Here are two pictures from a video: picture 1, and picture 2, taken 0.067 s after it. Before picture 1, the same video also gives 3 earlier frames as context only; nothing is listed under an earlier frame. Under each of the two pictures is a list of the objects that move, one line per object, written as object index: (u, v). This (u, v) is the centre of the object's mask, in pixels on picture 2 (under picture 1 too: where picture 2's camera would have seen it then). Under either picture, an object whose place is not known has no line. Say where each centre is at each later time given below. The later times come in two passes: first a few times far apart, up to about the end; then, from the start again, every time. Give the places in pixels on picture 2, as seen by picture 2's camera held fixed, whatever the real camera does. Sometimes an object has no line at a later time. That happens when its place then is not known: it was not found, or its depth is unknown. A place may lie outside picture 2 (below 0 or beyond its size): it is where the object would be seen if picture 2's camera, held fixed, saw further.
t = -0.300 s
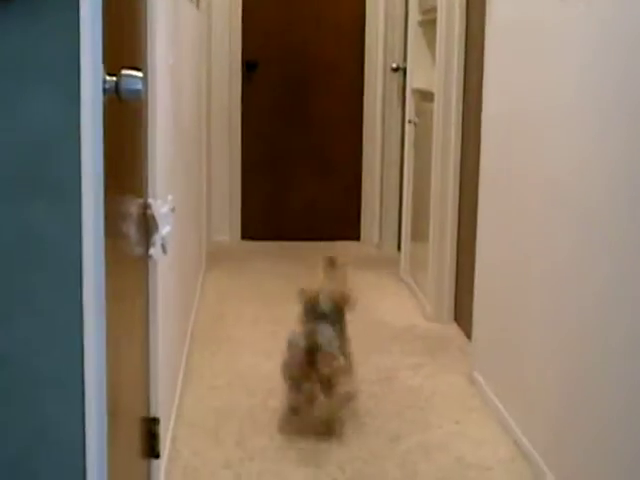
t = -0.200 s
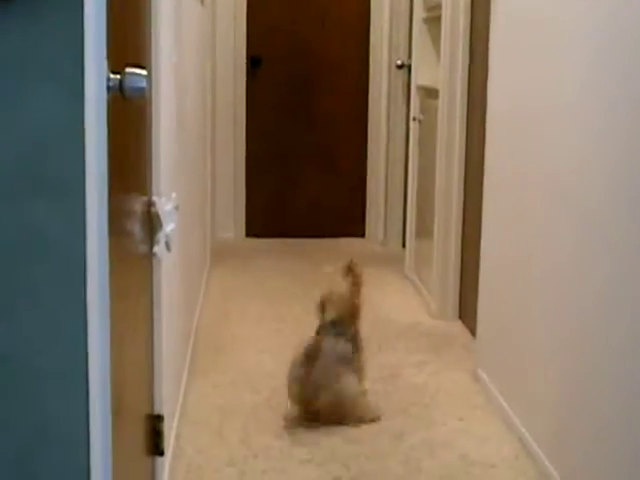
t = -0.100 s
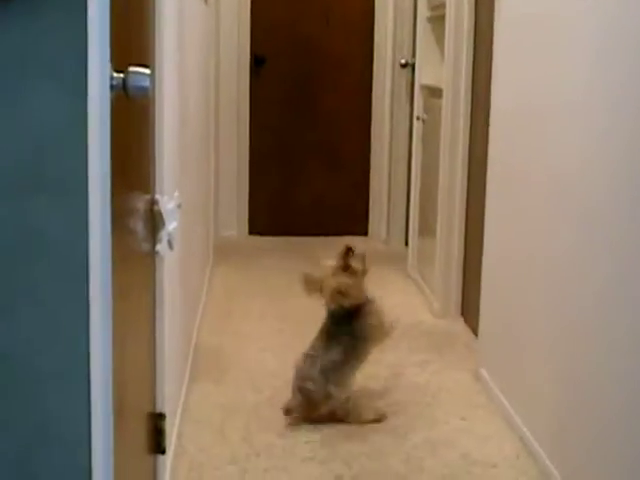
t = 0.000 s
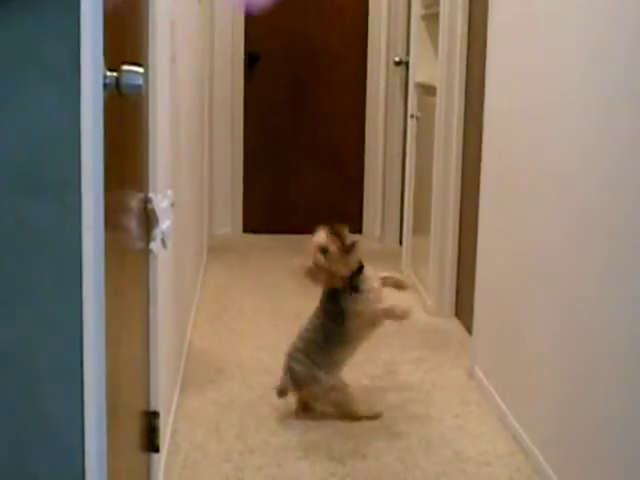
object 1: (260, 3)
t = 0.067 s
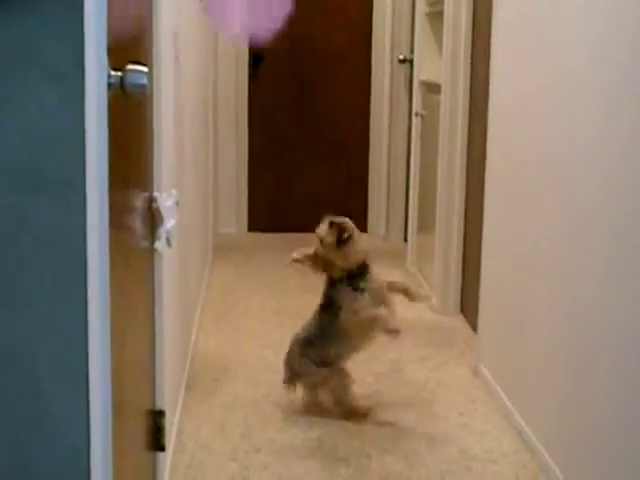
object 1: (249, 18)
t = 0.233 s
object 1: (231, 74)
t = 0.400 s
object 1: (228, 152)
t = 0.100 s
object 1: (244, 27)
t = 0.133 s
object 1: (242, 35)
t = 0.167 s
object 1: (238, 45)
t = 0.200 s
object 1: (234, 58)
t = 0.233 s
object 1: (231, 74)
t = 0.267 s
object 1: (227, 89)
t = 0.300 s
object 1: (226, 105)
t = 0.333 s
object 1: (227, 121)
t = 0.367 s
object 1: (228, 137)
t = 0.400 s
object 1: (228, 152)
